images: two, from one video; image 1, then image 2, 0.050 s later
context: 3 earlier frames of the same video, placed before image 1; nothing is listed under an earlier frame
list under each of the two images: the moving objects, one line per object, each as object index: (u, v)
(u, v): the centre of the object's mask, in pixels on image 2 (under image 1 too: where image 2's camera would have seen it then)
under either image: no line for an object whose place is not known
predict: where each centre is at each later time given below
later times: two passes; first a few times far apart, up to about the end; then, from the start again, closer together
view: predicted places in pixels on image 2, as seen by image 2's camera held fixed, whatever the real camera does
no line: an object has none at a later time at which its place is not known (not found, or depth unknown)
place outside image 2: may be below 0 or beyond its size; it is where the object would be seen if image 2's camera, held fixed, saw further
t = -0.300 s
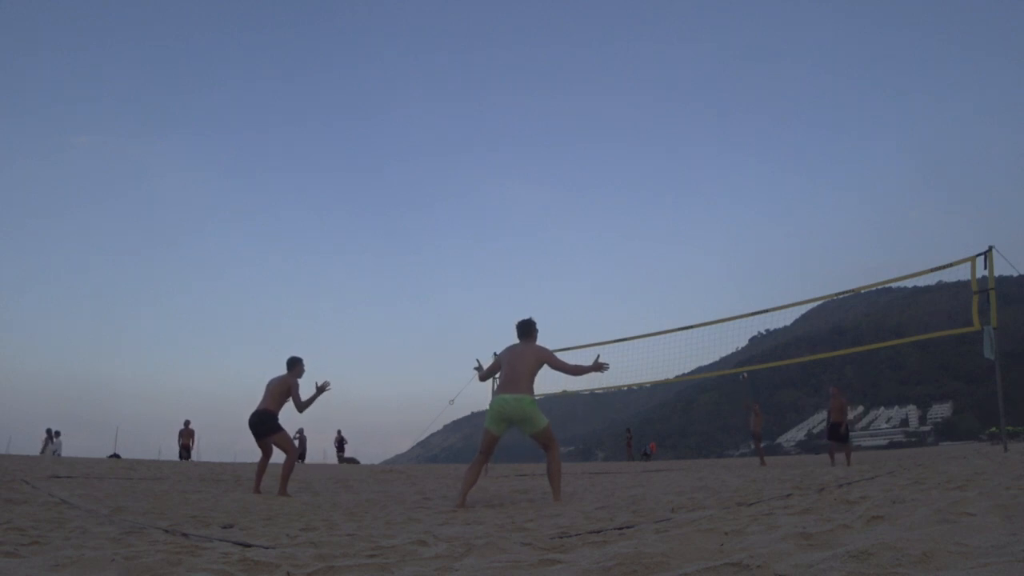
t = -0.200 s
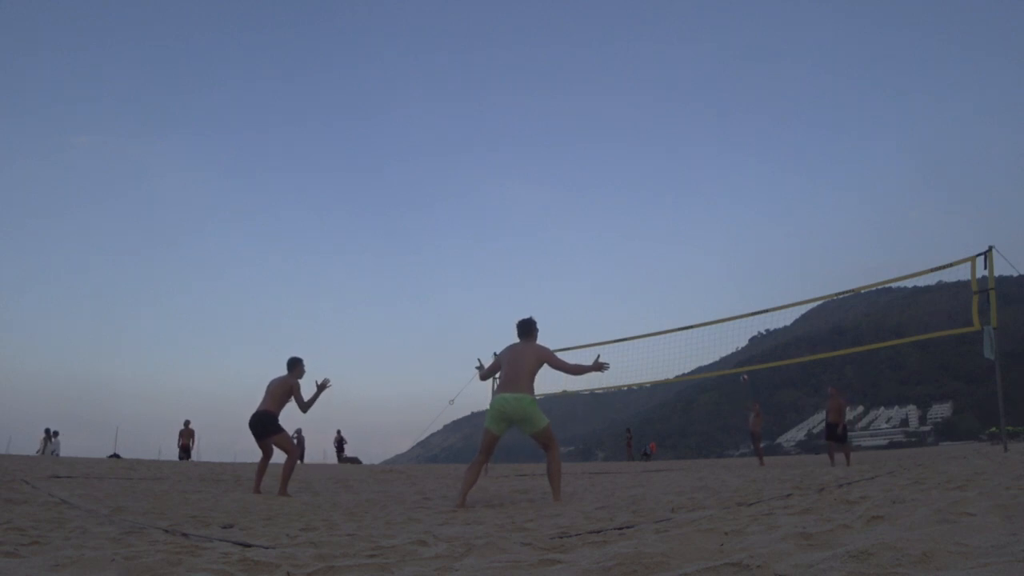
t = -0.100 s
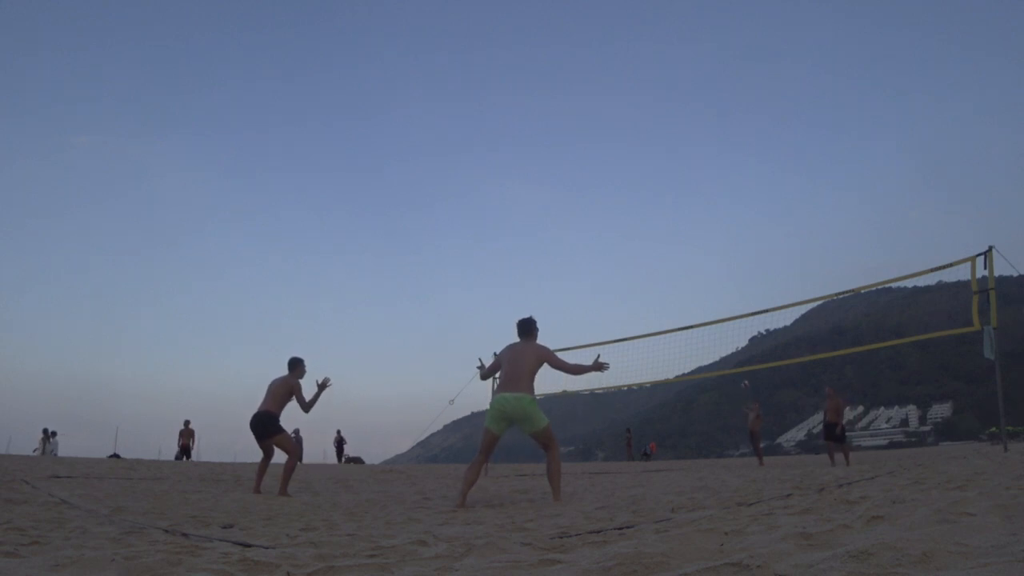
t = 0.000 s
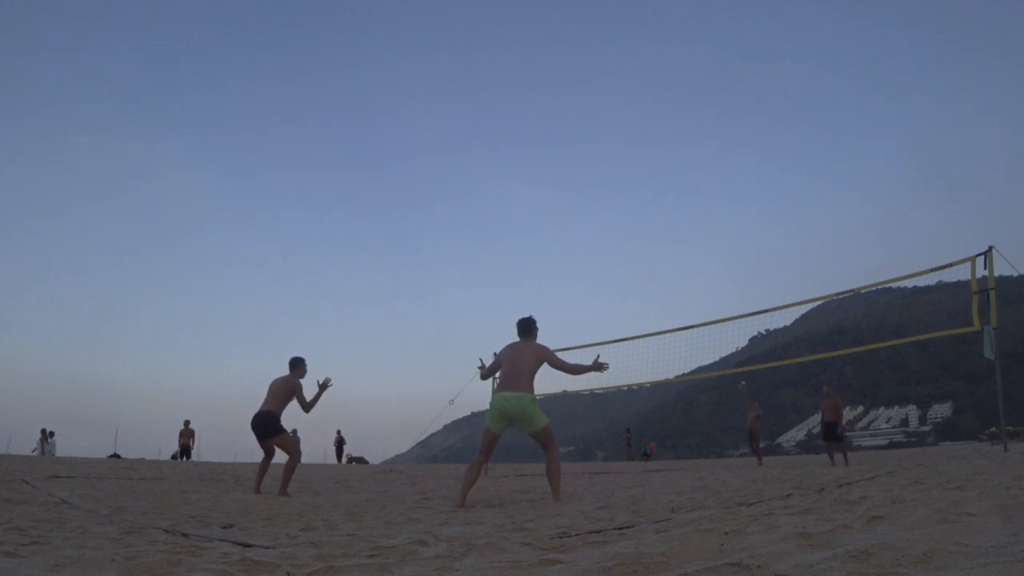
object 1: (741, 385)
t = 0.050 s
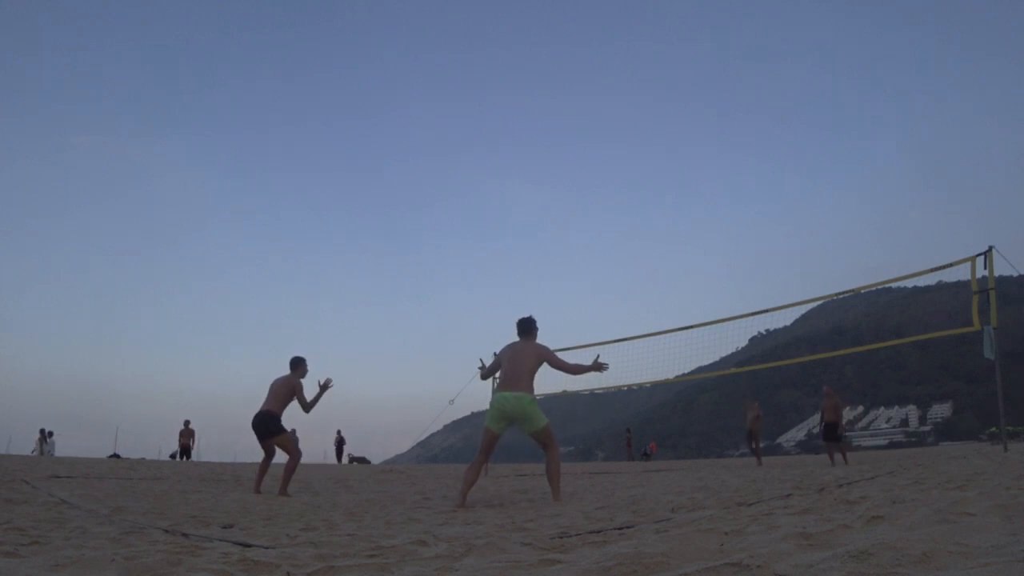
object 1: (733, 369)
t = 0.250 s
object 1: (698, 321)
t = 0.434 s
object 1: (665, 285)
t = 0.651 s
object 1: (623, 256)
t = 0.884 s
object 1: (574, 247)
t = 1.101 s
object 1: (525, 263)
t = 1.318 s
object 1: (471, 309)
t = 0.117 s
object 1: (722, 354)
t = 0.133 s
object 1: (719, 349)
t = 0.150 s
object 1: (715, 345)
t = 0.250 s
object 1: (698, 321)
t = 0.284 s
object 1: (692, 314)
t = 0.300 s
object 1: (689, 310)
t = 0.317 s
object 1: (686, 307)
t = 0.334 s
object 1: (683, 303)
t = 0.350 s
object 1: (680, 300)
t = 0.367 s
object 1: (677, 297)
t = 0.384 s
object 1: (674, 294)
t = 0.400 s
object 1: (671, 290)
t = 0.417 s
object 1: (668, 287)
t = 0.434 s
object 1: (665, 285)
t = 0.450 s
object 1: (662, 282)
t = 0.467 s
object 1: (659, 279)
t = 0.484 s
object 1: (656, 276)
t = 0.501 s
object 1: (652, 274)
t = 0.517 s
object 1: (649, 271)
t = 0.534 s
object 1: (646, 269)
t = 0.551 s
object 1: (643, 267)
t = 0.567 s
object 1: (639, 265)
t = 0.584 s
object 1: (636, 263)
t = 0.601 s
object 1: (633, 261)
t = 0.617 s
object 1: (630, 259)
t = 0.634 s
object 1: (626, 257)
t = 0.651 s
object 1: (623, 256)
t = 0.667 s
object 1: (620, 254)
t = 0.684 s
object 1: (616, 253)
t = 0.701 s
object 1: (613, 252)
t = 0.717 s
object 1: (609, 251)
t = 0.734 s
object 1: (606, 250)
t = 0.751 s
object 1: (603, 249)
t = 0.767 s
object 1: (599, 249)
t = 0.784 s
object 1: (596, 248)
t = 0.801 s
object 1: (592, 248)
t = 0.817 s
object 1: (589, 247)
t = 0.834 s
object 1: (585, 247)
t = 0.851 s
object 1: (582, 247)
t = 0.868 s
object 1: (578, 247)
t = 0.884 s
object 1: (574, 247)
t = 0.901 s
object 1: (571, 248)
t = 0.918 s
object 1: (567, 248)
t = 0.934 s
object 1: (563, 249)
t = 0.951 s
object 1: (559, 250)
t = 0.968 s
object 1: (556, 250)
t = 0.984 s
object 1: (552, 251)
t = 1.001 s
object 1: (549, 253)
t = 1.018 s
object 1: (545, 254)
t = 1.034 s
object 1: (541, 256)
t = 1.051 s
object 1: (537, 257)
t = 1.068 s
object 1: (533, 259)
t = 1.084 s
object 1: (529, 261)
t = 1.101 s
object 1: (525, 263)
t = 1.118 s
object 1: (521, 266)
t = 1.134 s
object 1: (517, 268)
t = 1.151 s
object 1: (513, 271)
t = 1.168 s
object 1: (509, 274)
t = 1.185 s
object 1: (505, 277)
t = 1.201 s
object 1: (501, 280)
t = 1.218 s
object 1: (497, 284)
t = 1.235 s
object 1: (493, 288)
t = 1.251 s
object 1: (488, 292)
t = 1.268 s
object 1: (484, 296)
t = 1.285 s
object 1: (480, 300)
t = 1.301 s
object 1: (476, 305)
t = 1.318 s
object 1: (471, 309)
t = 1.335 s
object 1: (467, 315)
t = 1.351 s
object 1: (463, 320)
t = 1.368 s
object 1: (458, 325)
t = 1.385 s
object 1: (454, 331)
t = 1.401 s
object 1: (449, 337)
